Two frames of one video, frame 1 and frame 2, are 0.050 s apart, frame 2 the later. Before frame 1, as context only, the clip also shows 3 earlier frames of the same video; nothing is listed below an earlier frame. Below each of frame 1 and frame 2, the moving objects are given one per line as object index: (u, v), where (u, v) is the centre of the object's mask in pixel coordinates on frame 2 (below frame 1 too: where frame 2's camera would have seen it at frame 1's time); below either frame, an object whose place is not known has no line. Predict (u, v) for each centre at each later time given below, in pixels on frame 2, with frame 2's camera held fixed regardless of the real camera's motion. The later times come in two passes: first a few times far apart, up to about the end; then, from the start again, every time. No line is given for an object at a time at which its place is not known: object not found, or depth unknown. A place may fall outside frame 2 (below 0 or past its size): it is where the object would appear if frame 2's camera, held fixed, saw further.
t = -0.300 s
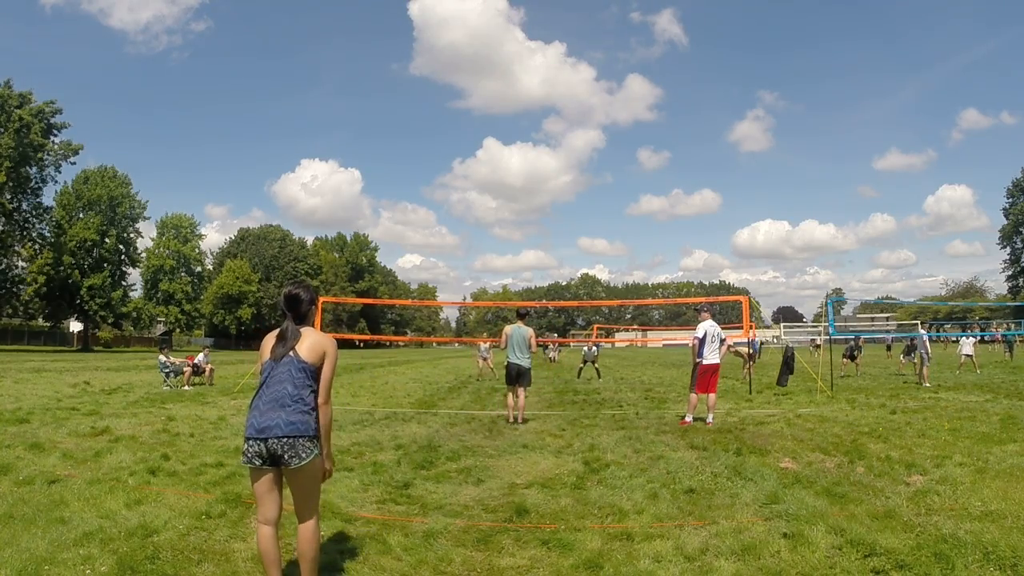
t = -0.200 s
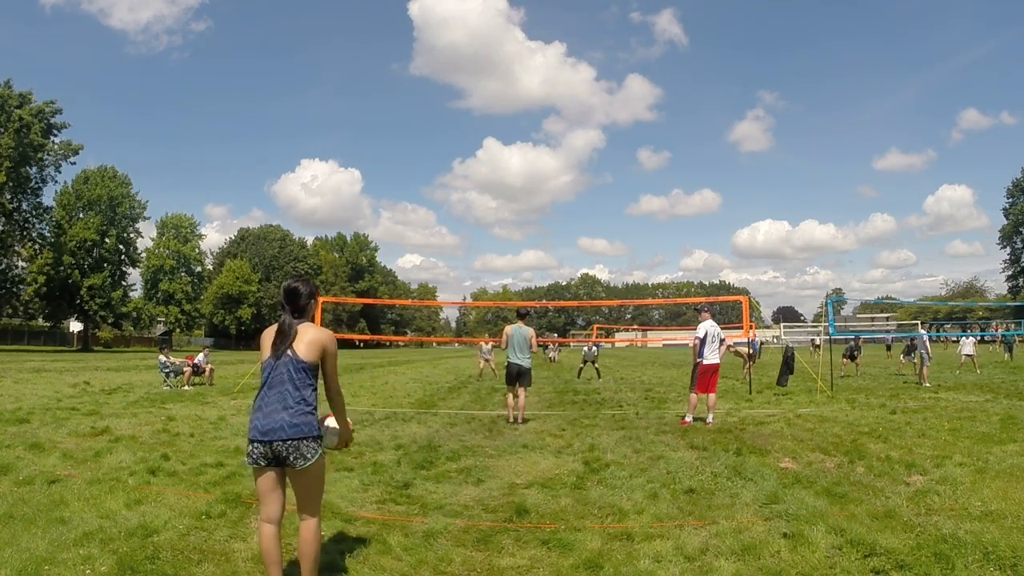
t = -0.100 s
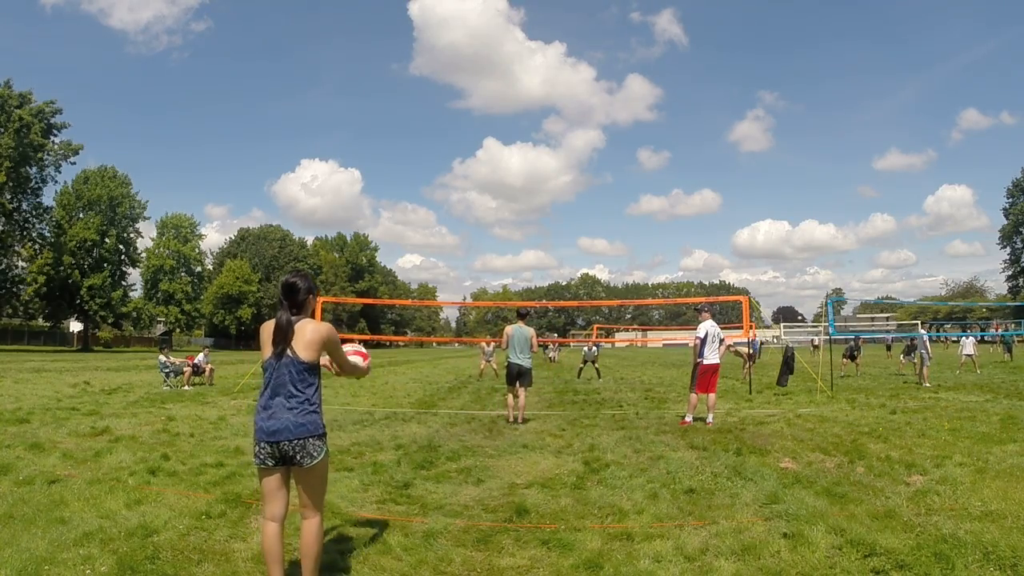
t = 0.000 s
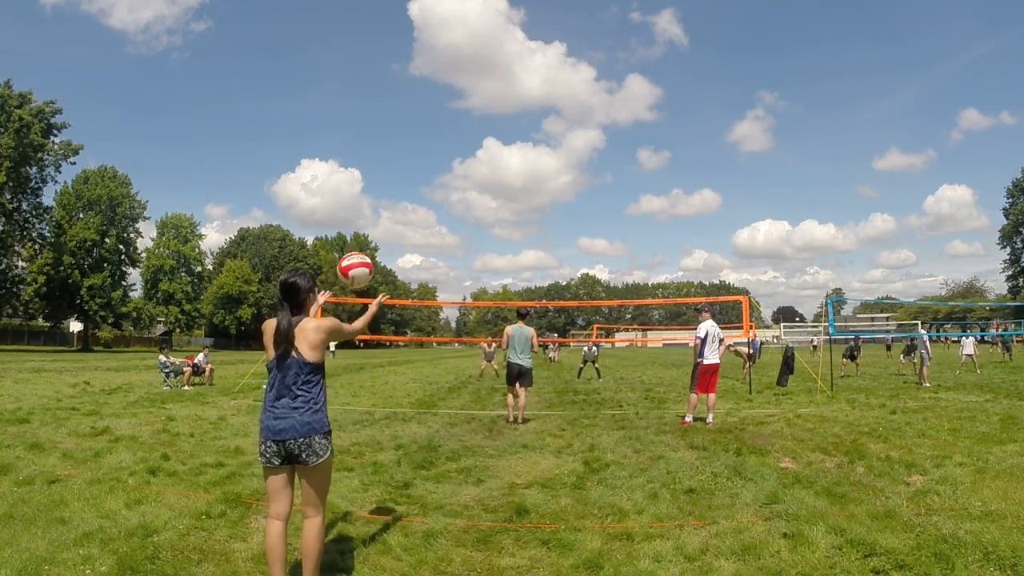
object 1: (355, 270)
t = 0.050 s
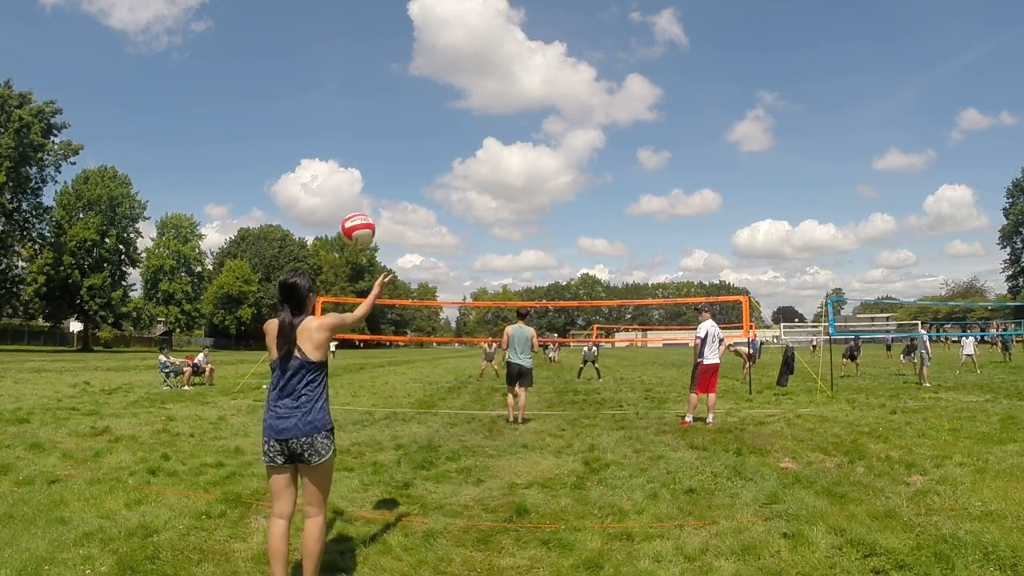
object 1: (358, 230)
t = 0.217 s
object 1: (366, 133)
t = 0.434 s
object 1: (375, 77)
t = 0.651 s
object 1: (380, 88)
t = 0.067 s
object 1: (358, 218)
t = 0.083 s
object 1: (359, 206)
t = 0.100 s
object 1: (360, 195)
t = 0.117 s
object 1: (361, 185)
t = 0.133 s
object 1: (362, 175)
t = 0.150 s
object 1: (362, 165)
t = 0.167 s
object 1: (363, 156)
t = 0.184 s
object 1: (364, 148)
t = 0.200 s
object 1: (365, 140)
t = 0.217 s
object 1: (366, 133)
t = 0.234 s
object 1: (367, 126)
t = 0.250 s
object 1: (367, 119)
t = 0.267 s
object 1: (368, 113)
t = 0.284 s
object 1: (369, 108)
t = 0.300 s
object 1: (370, 103)
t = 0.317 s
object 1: (370, 98)
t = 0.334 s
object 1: (371, 94)
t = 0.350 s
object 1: (372, 90)
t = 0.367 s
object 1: (372, 86)
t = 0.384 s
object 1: (373, 83)
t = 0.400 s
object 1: (374, 81)
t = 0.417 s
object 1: (374, 79)
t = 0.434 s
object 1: (375, 77)
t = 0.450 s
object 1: (375, 75)
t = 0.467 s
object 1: (376, 74)
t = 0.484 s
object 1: (376, 74)
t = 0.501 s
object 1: (377, 73)
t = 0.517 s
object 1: (377, 73)
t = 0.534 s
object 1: (378, 74)
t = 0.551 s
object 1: (378, 75)
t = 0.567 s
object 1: (379, 76)
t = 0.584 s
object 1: (379, 78)
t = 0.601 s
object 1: (379, 80)
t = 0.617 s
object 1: (380, 82)
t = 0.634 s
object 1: (380, 85)
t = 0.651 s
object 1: (380, 88)
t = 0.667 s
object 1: (381, 92)
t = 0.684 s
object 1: (381, 96)
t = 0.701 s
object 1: (381, 100)
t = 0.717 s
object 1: (381, 105)
